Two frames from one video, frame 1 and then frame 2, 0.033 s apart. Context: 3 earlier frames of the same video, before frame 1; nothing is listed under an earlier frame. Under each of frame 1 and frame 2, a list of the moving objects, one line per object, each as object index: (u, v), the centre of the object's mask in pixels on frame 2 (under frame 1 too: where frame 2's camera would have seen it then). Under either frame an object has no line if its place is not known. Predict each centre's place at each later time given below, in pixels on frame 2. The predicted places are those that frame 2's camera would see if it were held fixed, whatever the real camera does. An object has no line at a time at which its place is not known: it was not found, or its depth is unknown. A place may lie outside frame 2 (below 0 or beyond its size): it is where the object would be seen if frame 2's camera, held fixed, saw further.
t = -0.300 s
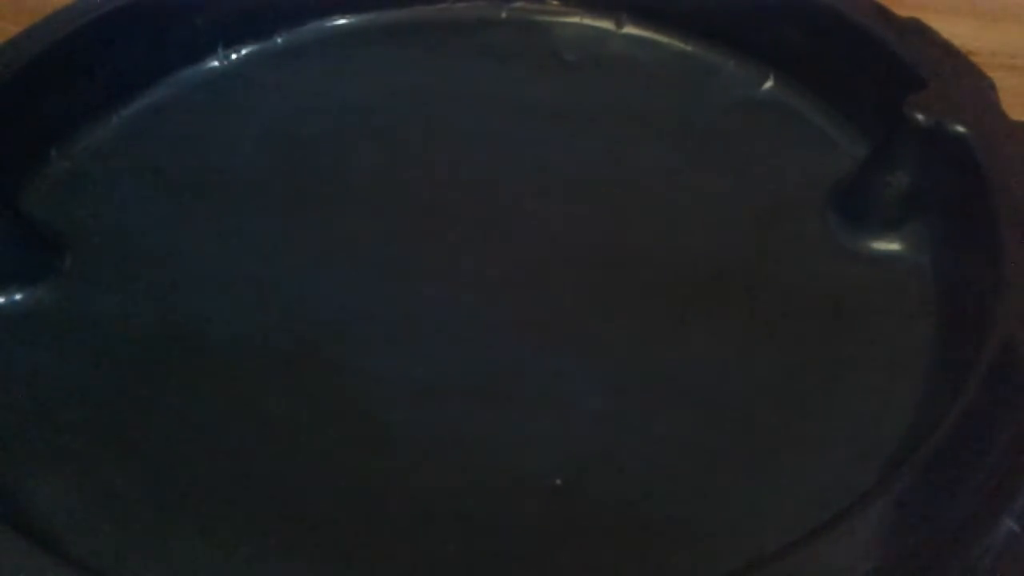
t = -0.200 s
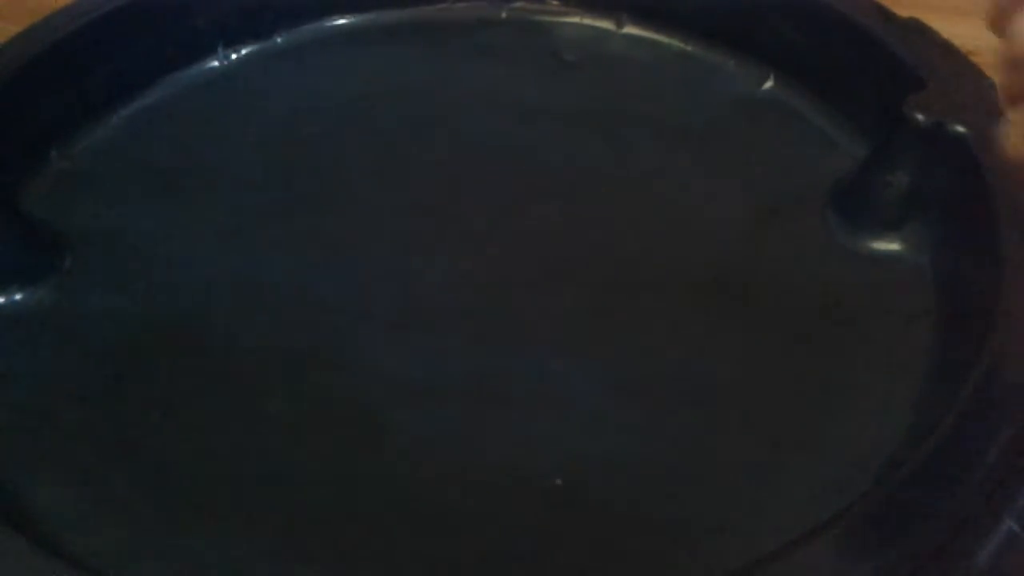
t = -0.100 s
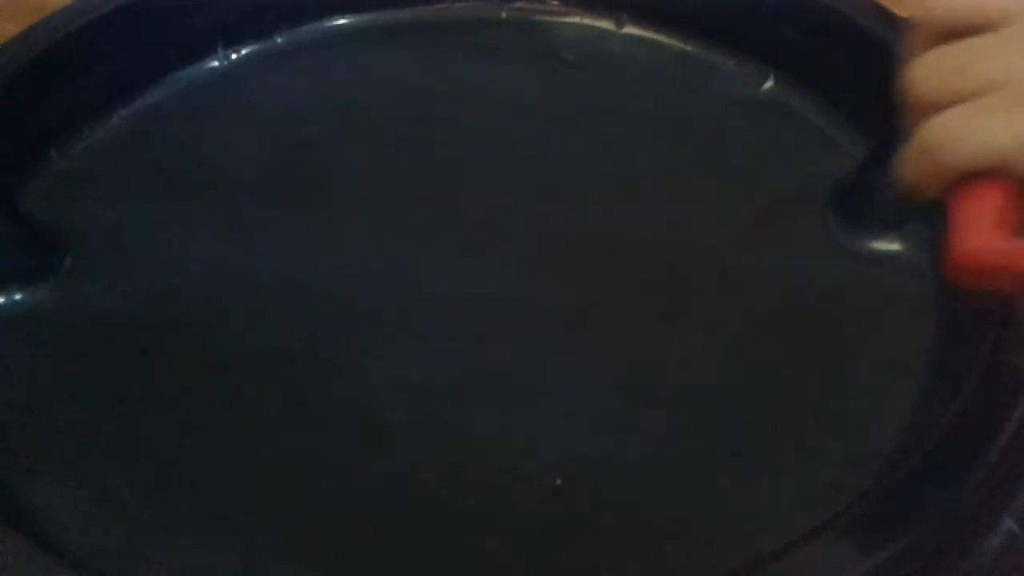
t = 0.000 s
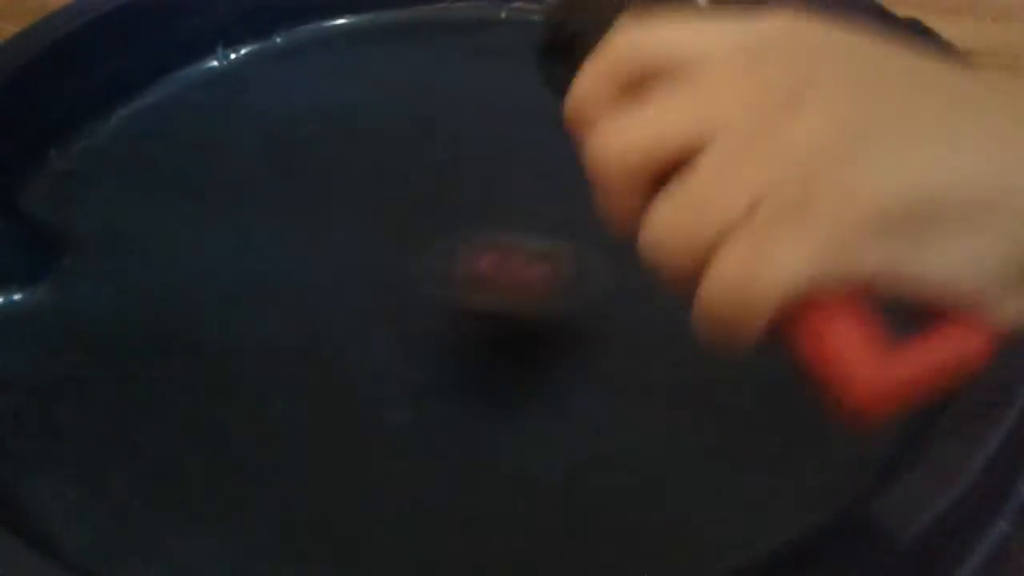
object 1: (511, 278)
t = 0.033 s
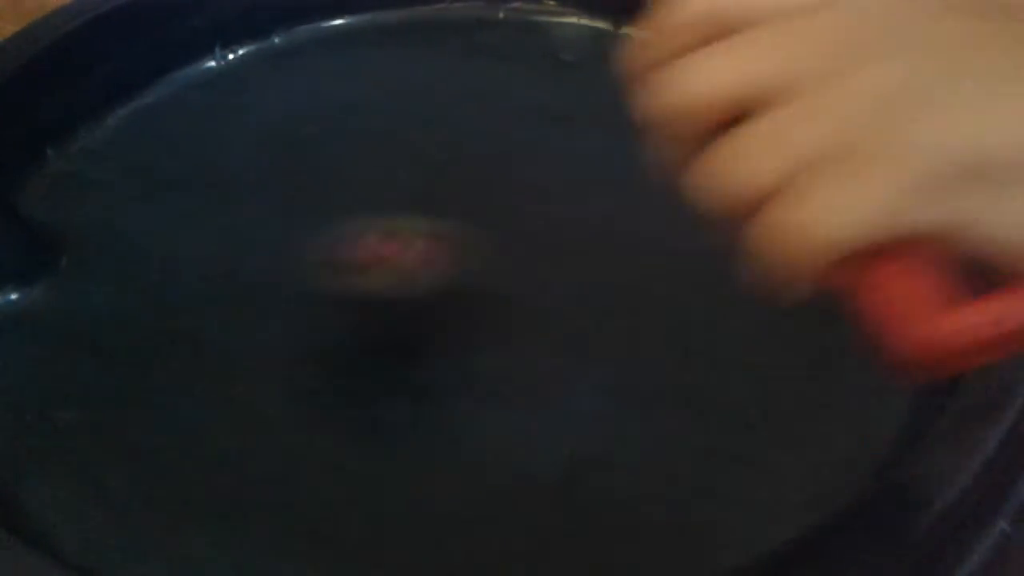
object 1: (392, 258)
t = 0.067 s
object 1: (276, 258)
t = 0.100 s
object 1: (160, 249)
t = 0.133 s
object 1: (71, 226)
